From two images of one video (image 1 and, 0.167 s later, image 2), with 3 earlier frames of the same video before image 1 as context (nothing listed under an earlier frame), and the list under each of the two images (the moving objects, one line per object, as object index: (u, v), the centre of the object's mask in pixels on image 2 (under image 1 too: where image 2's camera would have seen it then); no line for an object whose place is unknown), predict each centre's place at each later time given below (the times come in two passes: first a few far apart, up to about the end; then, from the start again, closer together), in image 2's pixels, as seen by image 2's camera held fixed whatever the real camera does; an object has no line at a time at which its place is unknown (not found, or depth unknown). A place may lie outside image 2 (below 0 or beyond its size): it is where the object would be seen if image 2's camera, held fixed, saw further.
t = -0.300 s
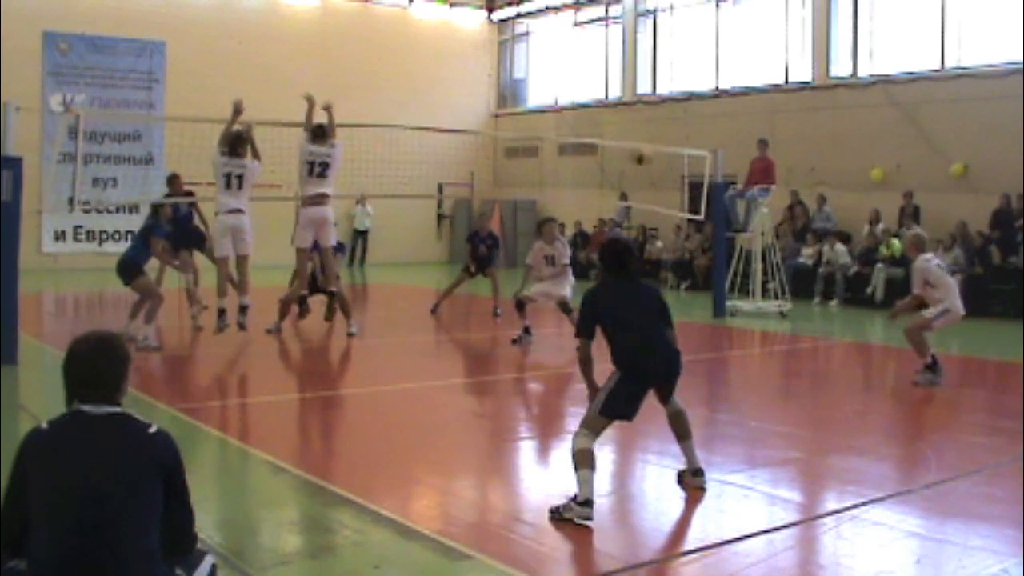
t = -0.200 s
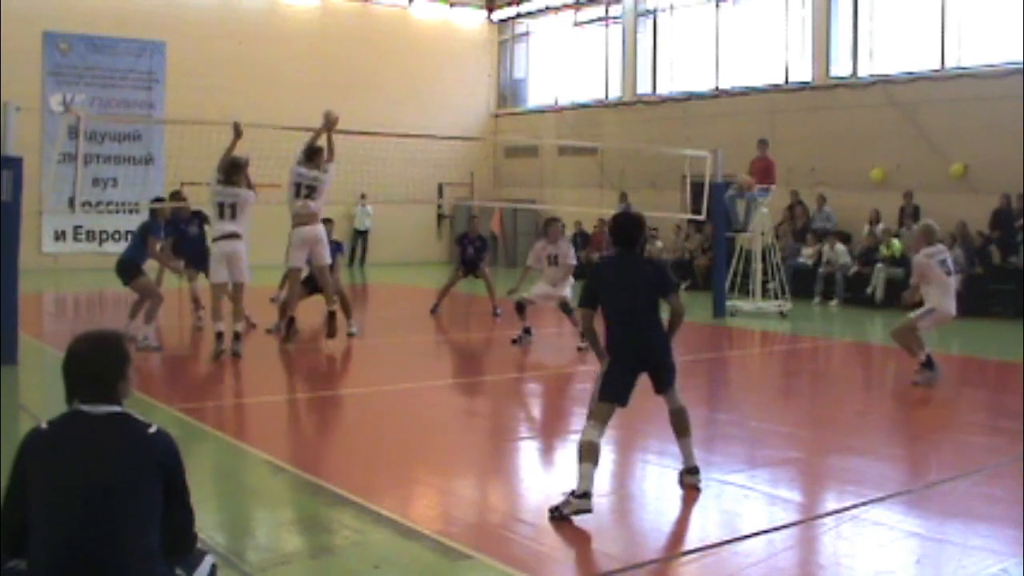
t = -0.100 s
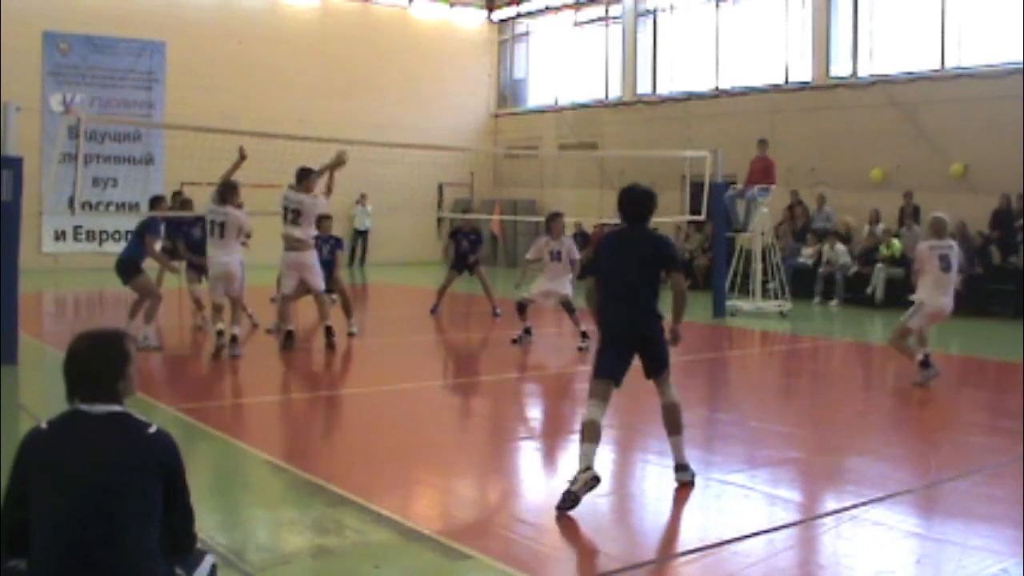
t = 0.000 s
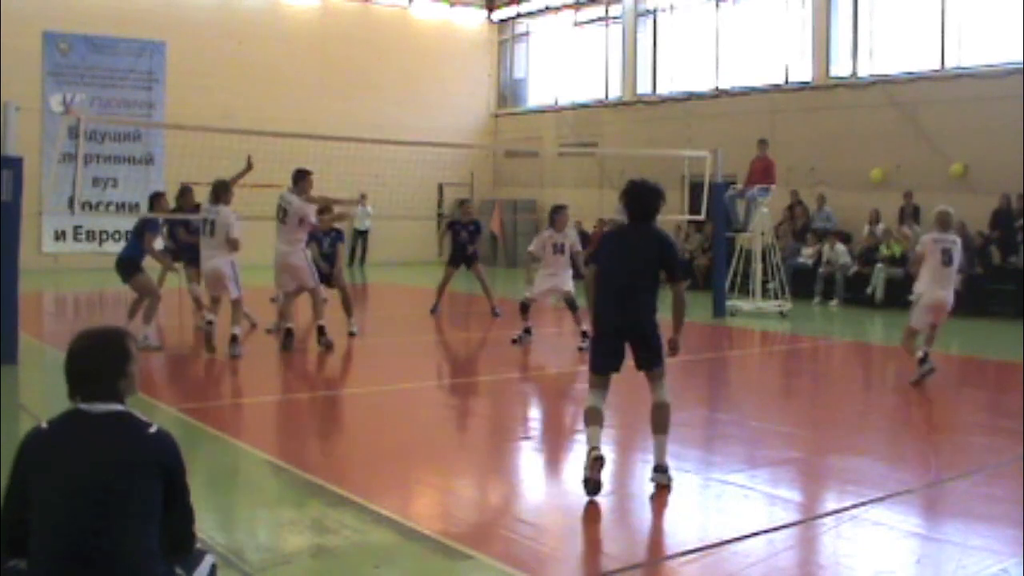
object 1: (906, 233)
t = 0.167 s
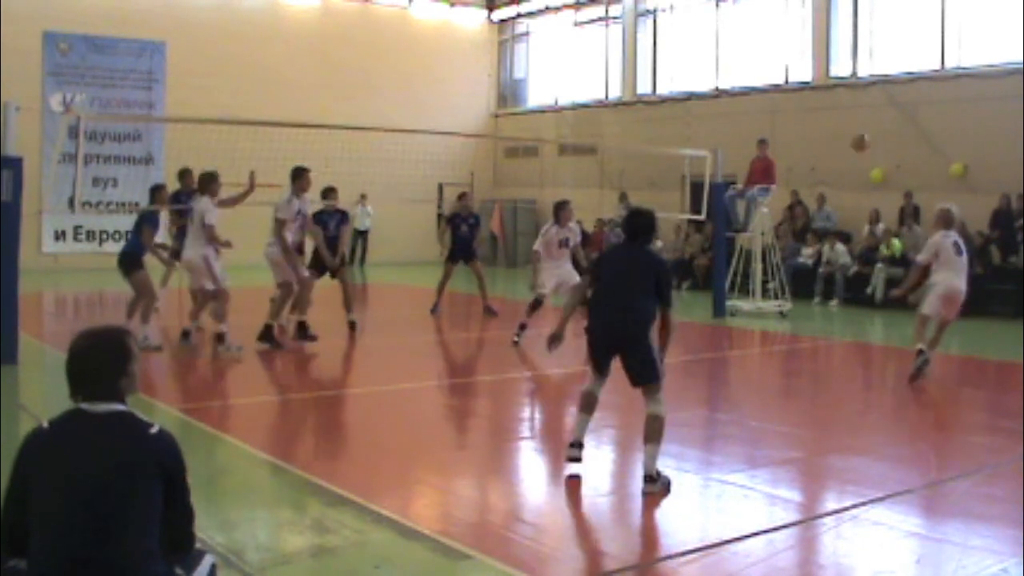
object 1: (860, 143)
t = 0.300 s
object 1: (826, 87)
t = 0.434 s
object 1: (796, 49)
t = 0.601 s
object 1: (759, 25)
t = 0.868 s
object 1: (704, 36)
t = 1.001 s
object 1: (677, 64)
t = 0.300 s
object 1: (826, 87)
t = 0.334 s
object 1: (819, 77)
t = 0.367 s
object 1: (811, 66)
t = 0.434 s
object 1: (796, 49)
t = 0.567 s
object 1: (766, 28)
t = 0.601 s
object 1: (759, 25)
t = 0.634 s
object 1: (753, 23)
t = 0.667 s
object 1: (744, 22)
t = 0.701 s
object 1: (738, 22)
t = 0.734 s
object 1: (731, 23)
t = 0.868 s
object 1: (704, 36)
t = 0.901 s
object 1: (697, 42)
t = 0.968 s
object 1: (684, 55)
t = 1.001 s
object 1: (677, 64)
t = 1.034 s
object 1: (671, 72)
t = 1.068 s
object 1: (664, 82)
